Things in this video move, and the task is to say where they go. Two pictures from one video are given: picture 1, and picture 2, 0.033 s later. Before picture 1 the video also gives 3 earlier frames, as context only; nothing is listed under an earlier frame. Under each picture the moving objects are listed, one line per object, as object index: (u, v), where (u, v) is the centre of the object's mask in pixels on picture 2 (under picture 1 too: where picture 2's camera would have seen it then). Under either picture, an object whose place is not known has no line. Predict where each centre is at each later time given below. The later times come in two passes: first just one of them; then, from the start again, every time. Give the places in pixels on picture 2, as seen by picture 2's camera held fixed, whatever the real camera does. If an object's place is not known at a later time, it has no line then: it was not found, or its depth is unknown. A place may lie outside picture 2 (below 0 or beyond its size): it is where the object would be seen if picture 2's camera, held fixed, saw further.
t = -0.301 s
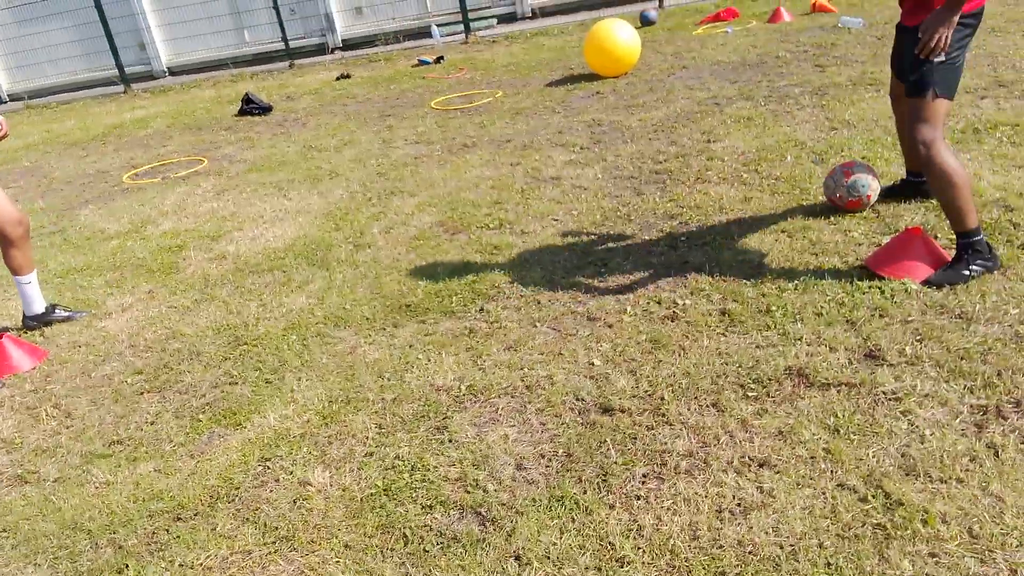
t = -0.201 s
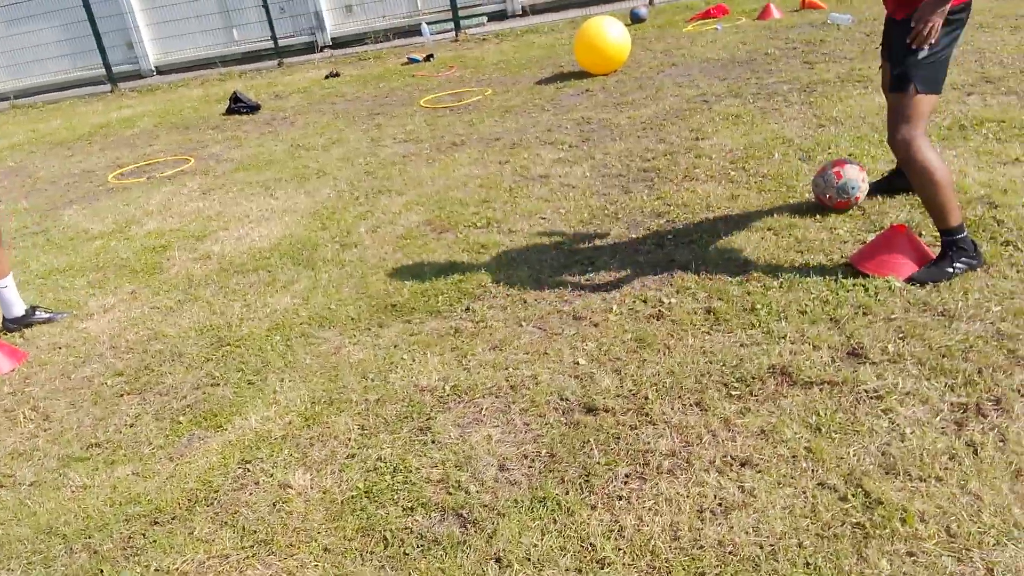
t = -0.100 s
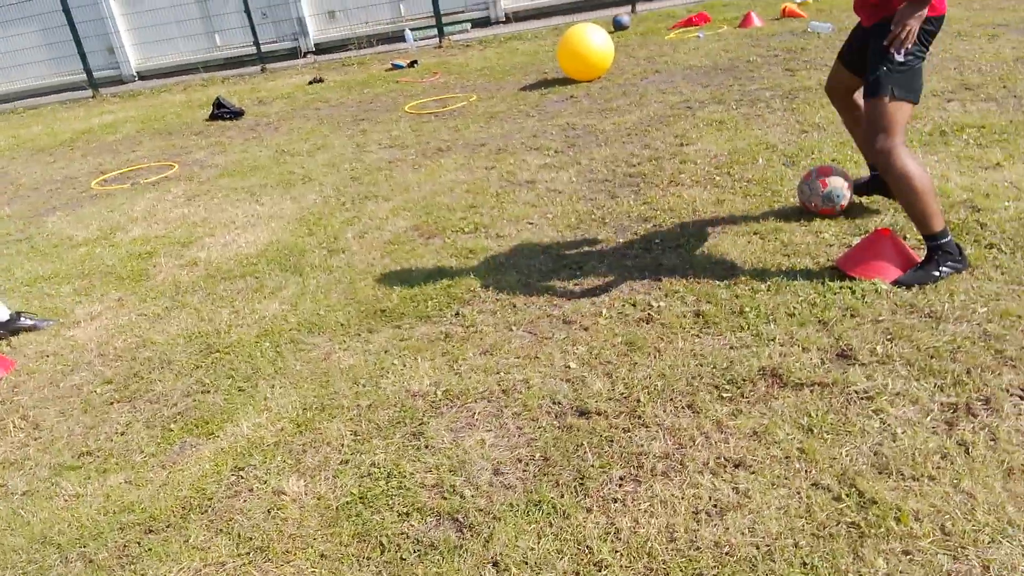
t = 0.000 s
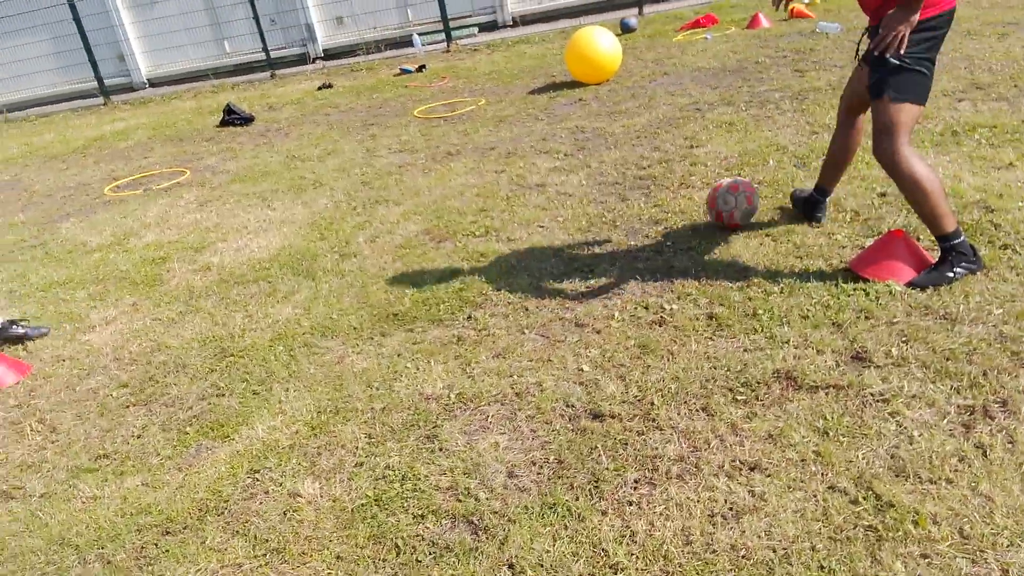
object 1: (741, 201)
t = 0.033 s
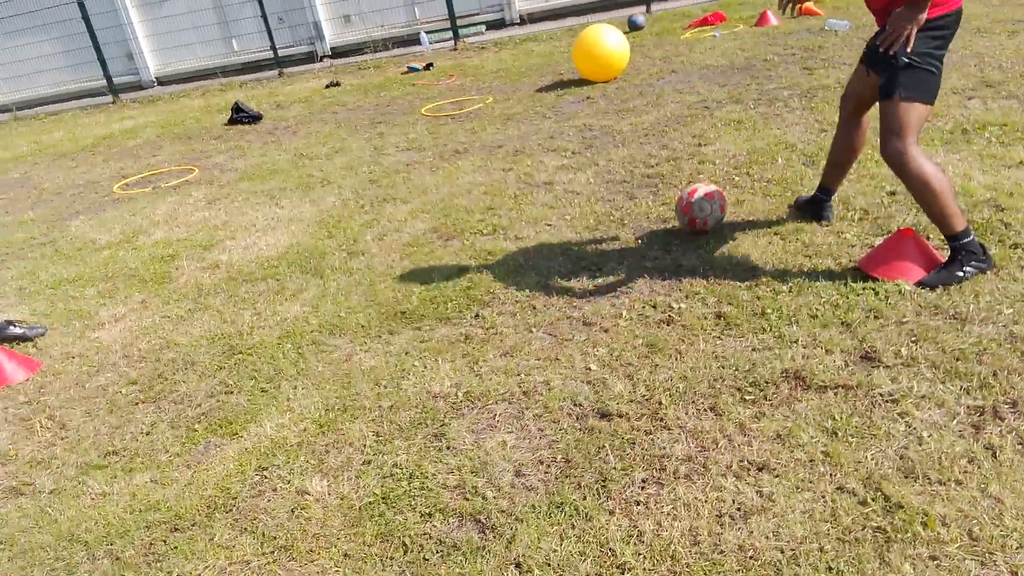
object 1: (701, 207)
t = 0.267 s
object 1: (499, 236)
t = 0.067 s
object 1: (664, 216)
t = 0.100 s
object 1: (633, 218)
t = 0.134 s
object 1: (603, 220)
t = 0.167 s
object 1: (575, 223)
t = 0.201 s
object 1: (548, 229)
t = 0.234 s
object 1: (521, 235)
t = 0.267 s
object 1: (499, 236)
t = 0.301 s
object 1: (479, 238)
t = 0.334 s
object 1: (460, 242)
